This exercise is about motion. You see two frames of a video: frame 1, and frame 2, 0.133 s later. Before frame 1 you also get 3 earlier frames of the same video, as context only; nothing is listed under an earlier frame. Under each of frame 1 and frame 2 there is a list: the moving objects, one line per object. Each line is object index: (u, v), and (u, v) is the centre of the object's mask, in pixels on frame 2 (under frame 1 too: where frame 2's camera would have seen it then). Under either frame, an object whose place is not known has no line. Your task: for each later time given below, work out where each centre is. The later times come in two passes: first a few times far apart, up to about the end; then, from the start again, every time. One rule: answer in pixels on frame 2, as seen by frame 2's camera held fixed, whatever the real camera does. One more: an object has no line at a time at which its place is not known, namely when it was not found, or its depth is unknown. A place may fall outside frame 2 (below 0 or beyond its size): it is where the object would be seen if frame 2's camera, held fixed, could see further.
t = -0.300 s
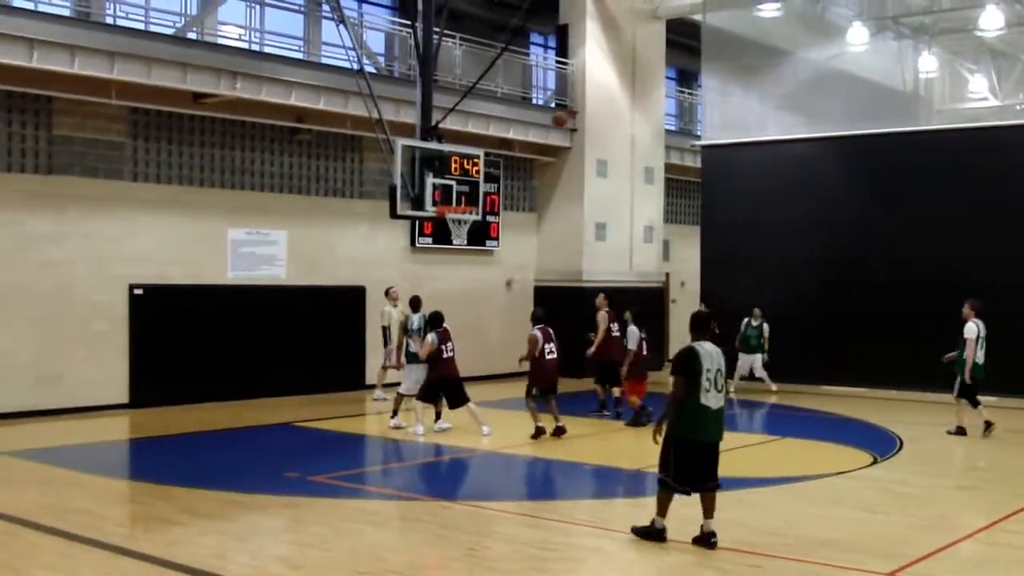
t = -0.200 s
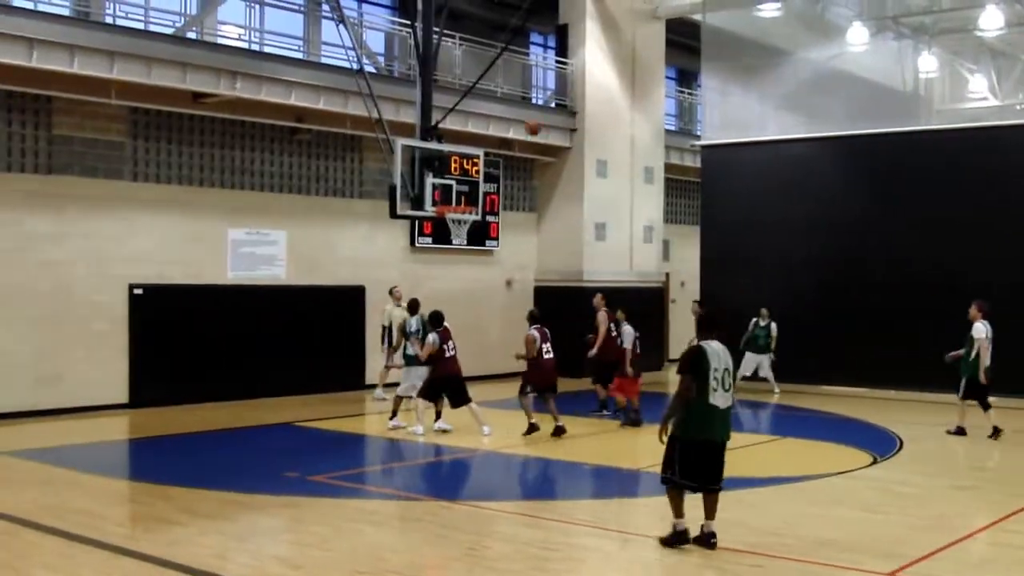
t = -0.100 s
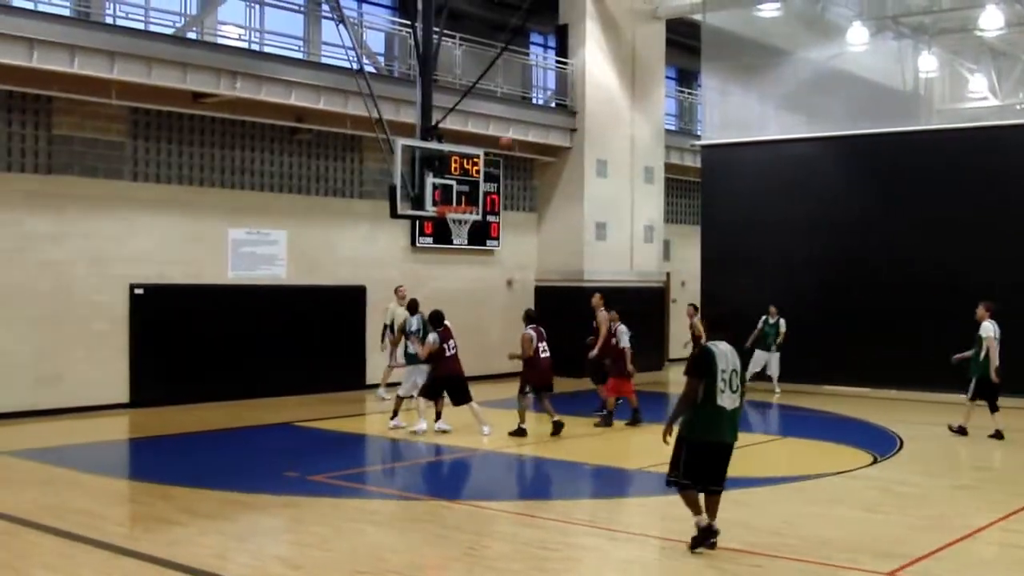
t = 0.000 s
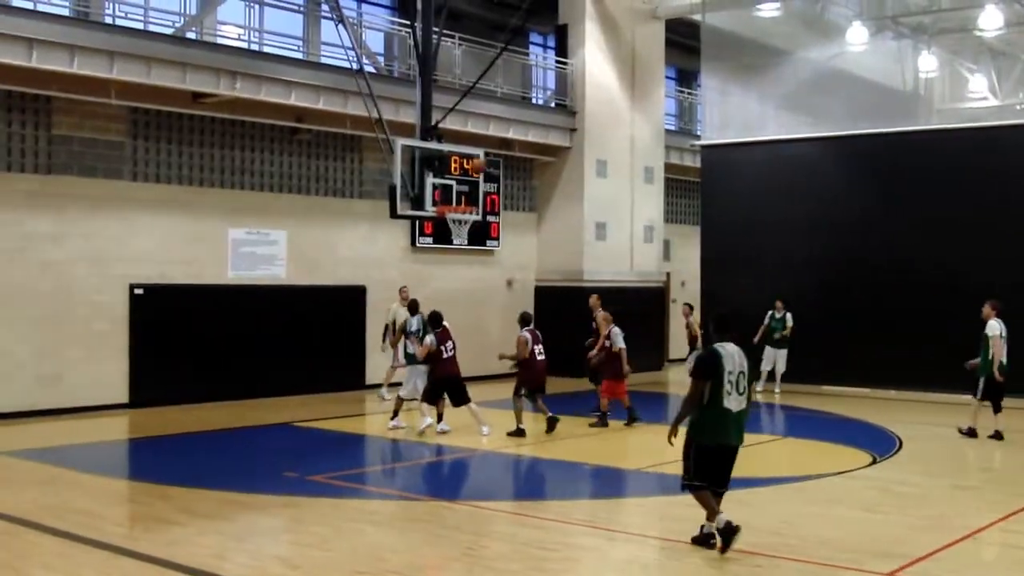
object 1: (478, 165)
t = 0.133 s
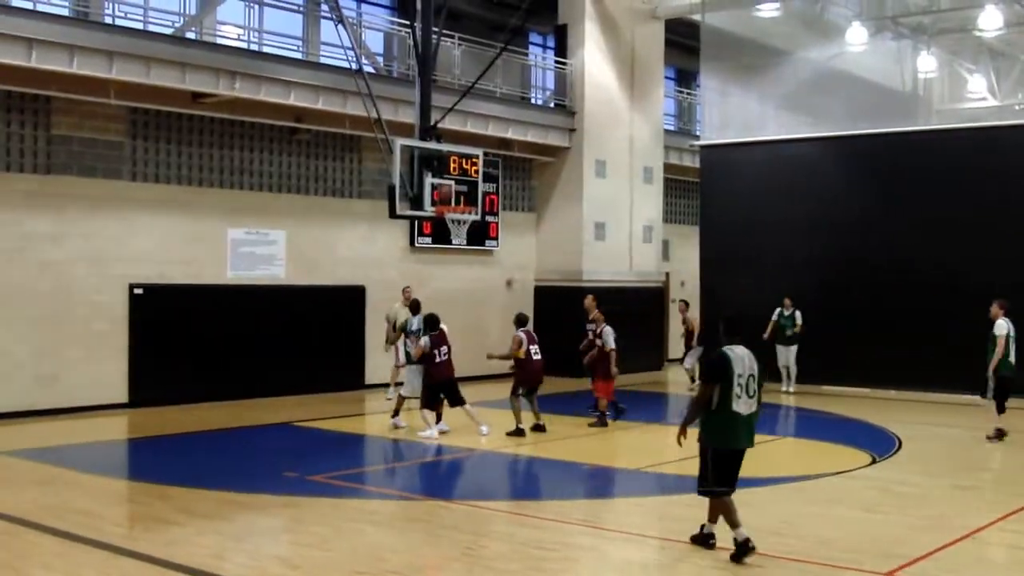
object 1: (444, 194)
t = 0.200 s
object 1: (444, 167)
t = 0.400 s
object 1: (452, 111)
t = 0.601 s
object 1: (455, 81)
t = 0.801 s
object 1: (458, 78)
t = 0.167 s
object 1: (445, 178)
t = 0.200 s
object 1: (444, 167)
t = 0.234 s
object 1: (446, 156)
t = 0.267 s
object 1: (448, 146)
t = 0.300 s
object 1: (450, 136)
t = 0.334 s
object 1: (450, 127)
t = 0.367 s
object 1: (451, 118)
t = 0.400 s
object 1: (452, 111)
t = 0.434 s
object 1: (453, 104)
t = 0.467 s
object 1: (453, 97)
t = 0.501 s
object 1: (454, 92)
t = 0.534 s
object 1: (454, 87)
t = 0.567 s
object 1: (455, 84)
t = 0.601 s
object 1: (455, 81)
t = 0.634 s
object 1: (456, 79)
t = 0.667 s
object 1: (457, 77)
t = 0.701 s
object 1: (457, 77)
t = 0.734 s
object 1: (458, 76)
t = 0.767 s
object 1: (458, 77)
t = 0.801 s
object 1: (458, 78)
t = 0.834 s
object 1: (459, 80)
